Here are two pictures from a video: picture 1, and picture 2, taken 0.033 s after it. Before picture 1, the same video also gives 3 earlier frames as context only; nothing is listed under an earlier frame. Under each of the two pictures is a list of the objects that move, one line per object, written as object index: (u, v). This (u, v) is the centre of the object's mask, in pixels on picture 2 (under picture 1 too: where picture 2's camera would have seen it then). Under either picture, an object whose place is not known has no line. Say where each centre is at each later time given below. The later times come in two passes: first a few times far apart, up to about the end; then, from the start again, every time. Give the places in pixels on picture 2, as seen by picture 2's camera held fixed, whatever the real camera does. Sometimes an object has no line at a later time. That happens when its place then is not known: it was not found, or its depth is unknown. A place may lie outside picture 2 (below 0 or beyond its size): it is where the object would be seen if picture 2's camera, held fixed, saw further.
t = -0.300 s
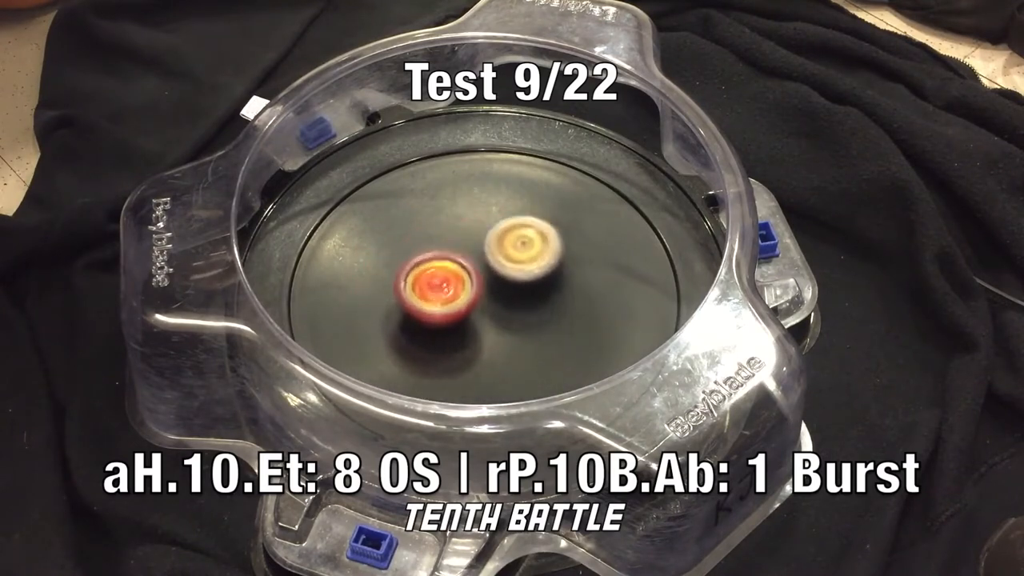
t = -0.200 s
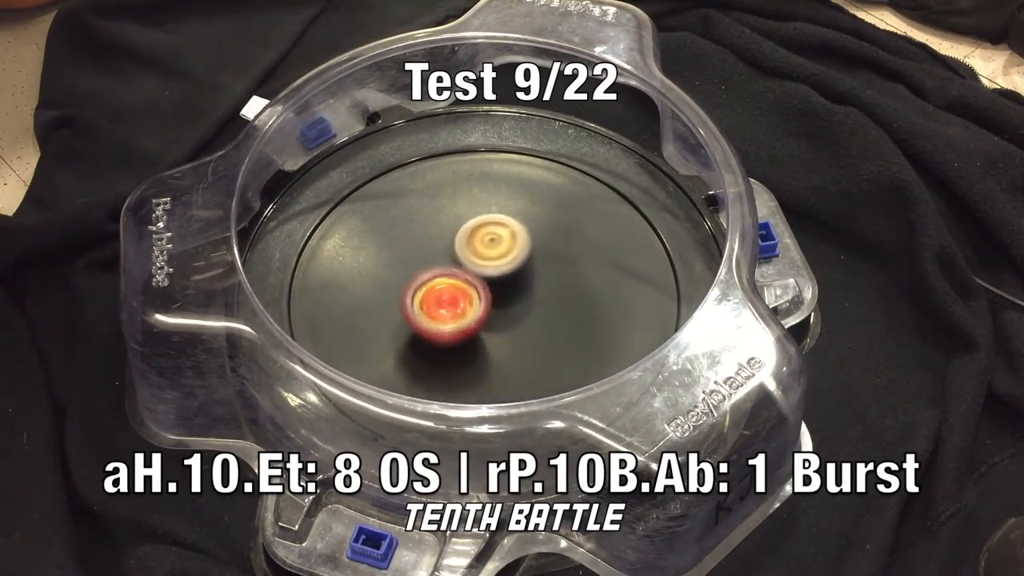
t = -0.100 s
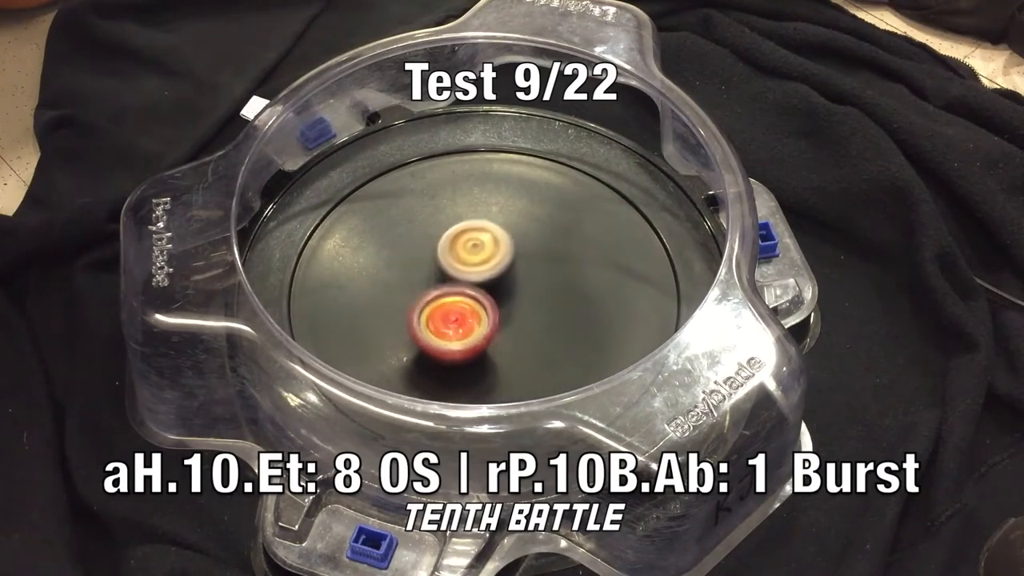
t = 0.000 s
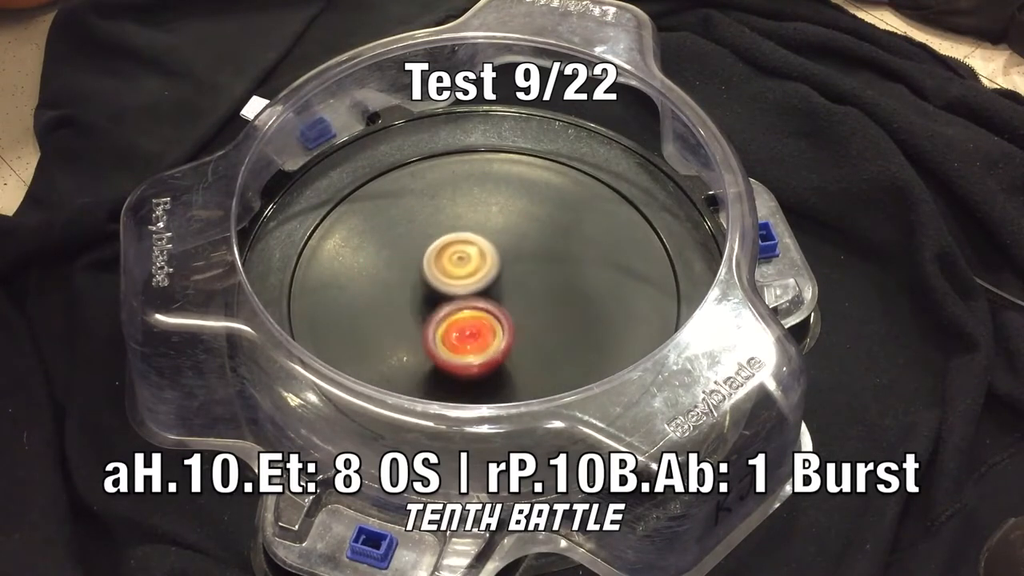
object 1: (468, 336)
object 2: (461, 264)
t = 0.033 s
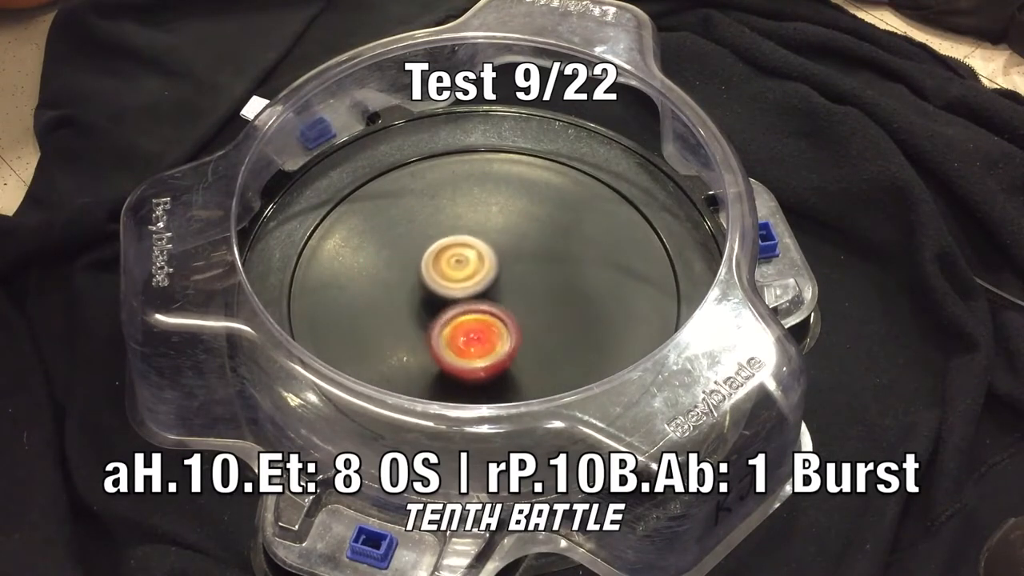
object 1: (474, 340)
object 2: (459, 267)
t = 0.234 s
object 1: (508, 353)
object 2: (457, 276)
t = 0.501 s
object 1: (525, 327)
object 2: (461, 267)
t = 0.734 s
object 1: (507, 315)
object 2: (454, 251)
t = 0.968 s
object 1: (472, 327)
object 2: (421, 261)
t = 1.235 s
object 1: (472, 335)
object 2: (432, 269)
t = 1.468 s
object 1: (502, 361)
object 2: (462, 216)
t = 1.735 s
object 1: (486, 322)
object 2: (462, 226)
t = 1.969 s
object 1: (456, 361)
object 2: (475, 223)
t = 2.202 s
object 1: (427, 335)
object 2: (509, 268)
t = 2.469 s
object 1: (369, 318)
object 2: (556, 264)
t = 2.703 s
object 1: (405, 285)
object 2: (538, 276)
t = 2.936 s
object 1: (456, 239)
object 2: (509, 315)
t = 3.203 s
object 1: (469, 214)
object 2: (503, 341)
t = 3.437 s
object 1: (483, 240)
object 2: (504, 313)
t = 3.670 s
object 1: (542, 155)
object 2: (445, 364)
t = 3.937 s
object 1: (554, 199)
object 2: (467, 305)
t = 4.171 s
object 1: (566, 296)
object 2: (450, 243)
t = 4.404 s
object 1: (581, 353)
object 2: (448, 229)
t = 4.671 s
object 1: (565, 366)
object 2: (489, 273)
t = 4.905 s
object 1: (512, 362)
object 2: (525, 288)
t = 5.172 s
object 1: (412, 304)
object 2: (538, 303)
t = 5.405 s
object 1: (369, 267)
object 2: (507, 321)
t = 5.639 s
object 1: (417, 256)
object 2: (469, 332)
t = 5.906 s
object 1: (507, 240)
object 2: (439, 320)
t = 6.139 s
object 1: (549, 238)
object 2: (434, 293)
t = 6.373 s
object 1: (534, 272)
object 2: (444, 263)
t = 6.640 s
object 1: (522, 346)
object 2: (443, 240)
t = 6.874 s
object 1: (480, 355)
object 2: (475, 265)
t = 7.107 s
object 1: (434, 311)
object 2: (527, 284)
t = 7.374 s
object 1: (416, 247)
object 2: (535, 308)
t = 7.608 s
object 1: (455, 230)
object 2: (502, 323)
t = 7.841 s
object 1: (518, 255)
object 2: (458, 328)
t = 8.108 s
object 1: (546, 297)
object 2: (421, 311)
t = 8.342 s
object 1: (499, 330)
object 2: (427, 279)
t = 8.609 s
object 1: (431, 321)
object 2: (456, 247)
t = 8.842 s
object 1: (416, 282)
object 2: (499, 242)
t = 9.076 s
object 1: (448, 251)
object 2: (539, 254)
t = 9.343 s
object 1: (487, 254)
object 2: (557, 299)
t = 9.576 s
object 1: (477, 261)
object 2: (522, 352)
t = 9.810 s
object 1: (467, 275)
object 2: (455, 353)
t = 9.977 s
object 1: (471, 272)
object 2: (407, 331)
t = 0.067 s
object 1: (480, 343)
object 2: (459, 270)
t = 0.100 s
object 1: (486, 343)
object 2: (459, 275)
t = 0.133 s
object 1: (491, 342)
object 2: (459, 280)
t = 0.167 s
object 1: (496, 346)
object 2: (458, 280)
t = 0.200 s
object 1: (502, 350)
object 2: (458, 277)
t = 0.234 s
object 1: (508, 353)
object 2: (457, 276)
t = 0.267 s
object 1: (512, 354)
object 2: (458, 275)
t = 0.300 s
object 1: (517, 353)
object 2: (460, 274)
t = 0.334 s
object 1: (520, 350)
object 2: (462, 275)
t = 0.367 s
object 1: (522, 346)
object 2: (463, 275)
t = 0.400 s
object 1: (523, 340)
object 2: (465, 276)
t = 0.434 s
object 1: (523, 333)
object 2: (466, 276)
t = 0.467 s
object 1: (522, 327)
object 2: (466, 274)
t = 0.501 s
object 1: (525, 327)
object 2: (461, 267)
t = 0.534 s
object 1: (526, 325)
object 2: (458, 262)
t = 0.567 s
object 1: (526, 324)
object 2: (457, 259)
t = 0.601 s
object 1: (525, 321)
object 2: (456, 257)
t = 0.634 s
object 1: (521, 318)
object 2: (457, 257)
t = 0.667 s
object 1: (516, 316)
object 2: (458, 257)
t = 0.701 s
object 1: (510, 312)
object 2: (458, 257)
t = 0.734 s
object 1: (507, 315)
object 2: (454, 251)
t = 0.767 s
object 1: (504, 320)
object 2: (450, 245)
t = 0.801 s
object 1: (500, 324)
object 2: (445, 242)
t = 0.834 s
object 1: (496, 327)
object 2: (441, 241)
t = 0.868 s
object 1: (490, 328)
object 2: (436, 243)
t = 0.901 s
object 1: (484, 329)
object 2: (430, 247)
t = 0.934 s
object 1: (478, 328)
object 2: (426, 253)
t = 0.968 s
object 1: (472, 327)
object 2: (421, 261)
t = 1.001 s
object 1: (467, 326)
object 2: (417, 268)
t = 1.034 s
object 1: (467, 332)
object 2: (411, 267)
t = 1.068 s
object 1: (468, 337)
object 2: (409, 266)
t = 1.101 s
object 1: (468, 339)
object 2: (410, 266)
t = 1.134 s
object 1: (470, 340)
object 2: (413, 266)
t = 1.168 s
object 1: (471, 340)
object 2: (418, 266)
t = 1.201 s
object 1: (471, 338)
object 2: (424, 267)
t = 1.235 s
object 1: (472, 335)
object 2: (432, 269)
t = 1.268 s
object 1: (474, 334)
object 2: (438, 263)
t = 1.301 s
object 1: (480, 346)
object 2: (442, 248)
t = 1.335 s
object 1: (485, 354)
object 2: (446, 236)
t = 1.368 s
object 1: (490, 360)
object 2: (451, 227)
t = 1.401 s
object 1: (495, 362)
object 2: (456, 220)
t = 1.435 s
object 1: (498, 362)
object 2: (460, 216)
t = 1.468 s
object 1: (502, 361)
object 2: (462, 216)
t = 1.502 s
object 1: (504, 357)
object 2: (464, 217)
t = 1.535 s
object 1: (505, 351)
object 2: (465, 220)
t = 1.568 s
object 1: (505, 343)
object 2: (465, 224)
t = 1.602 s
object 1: (503, 335)
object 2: (465, 230)
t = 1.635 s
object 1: (500, 326)
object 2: (464, 237)
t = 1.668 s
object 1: (496, 315)
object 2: (463, 243)
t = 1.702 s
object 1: (490, 310)
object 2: (463, 241)
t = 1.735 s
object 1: (486, 322)
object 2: (462, 226)
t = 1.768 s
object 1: (482, 336)
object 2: (463, 216)
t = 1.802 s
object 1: (476, 344)
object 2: (464, 209)
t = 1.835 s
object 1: (471, 354)
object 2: (466, 207)
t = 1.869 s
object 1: (467, 356)
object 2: (469, 207)
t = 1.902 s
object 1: (463, 362)
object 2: (471, 210)
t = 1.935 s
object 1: (459, 361)
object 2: (473, 216)
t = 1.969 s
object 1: (456, 361)
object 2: (475, 223)
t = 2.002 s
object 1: (454, 359)
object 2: (477, 232)
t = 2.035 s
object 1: (453, 355)
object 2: (479, 242)
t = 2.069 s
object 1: (452, 348)
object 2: (481, 252)
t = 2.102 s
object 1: (453, 342)
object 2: (482, 262)
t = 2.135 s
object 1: (453, 335)
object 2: (484, 270)
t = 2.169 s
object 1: (441, 333)
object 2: (495, 269)
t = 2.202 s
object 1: (427, 335)
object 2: (509, 268)
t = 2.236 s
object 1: (415, 334)
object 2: (522, 268)
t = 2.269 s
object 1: (403, 334)
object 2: (532, 267)
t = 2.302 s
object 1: (394, 332)
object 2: (541, 266)
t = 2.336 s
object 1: (385, 330)
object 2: (547, 266)
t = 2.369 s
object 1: (378, 328)
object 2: (551, 265)
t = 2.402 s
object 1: (373, 324)
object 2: (553, 264)
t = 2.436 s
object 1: (369, 321)
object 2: (555, 264)
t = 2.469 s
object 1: (369, 318)
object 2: (556, 264)
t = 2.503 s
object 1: (369, 313)
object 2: (555, 264)
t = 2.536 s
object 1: (372, 310)
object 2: (554, 265)
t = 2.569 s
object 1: (377, 306)
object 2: (552, 266)
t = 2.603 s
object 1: (383, 301)
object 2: (549, 267)
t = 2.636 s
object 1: (389, 296)
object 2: (546, 269)
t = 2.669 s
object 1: (397, 291)
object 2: (542, 272)
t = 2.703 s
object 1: (405, 285)
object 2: (538, 276)
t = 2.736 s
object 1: (414, 280)
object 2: (534, 281)
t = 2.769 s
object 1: (423, 273)
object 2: (529, 286)
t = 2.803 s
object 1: (431, 266)
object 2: (525, 292)
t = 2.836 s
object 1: (439, 259)
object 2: (521, 297)
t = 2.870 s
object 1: (446, 252)
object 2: (516, 303)
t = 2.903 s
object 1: (452, 245)
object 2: (513, 309)
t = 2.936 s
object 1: (456, 239)
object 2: (509, 315)
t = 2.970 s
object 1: (460, 233)
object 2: (506, 321)
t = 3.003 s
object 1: (463, 227)
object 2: (504, 325)
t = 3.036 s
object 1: (466, 222)
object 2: (503, 330)
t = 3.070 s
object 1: (467, 218)
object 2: (502, 333)
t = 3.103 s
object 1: (468, 216)
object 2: (501, 336)
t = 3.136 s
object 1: (468, 214)
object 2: (501, 339)
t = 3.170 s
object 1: (469, 214)
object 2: (502, 341)
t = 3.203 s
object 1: (469, 214)
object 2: (503, 341)
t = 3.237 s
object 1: (470, 216)
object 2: (505, 340)
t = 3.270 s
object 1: (471, 218)
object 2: (507, 337)
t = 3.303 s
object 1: (472, 222)
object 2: (508, 332)
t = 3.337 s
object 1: (474, 227)
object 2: (507, 327)
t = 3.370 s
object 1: (476, 233)
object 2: (507, 321)
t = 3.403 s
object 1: (478, 240)
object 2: (506, 314)
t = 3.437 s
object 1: (483, 240)
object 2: (504, 313)
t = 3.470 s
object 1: (494, 222)
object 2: (494, 326)
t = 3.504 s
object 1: (503, 208)
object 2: (484, 342)
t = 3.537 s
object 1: (511, 193)
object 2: (472, 354)
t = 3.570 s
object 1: (520, 181)
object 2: (462, 361)
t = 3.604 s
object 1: (528, 170)
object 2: (454, 365)
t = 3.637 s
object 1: (535, 162)
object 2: (449, 365)
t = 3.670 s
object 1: (542, 155)
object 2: (445, 364)
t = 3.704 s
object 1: (548, 149)
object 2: (444, 359)
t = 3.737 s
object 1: (551, 148)
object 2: (444, 353)
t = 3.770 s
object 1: (551, 153)
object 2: (445, 346)
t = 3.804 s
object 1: (551, 160)
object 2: (448, 339)
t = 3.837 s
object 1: (552, 169)
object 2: (452, 330)
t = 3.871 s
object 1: (553, 178)
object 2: (457, 321)
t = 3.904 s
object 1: (554, 189)
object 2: (462, 312)
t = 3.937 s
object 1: (554, 199)
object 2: (467, 305)
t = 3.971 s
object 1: (553, 210)
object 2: (471, 297)
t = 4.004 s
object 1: (552, 223)
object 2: (473, 289)
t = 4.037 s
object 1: (552, 236)
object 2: (475, 281)
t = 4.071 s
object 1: (550, 250)
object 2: (474, 273)
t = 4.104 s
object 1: (556, 265)
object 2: (466, 263)
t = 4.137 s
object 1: (561, 281)
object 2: (456, 251)
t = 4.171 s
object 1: (566, 296)
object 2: (450, 243)
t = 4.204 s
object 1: (571, 309)
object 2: (445, 235)
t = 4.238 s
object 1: (574, 320)
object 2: (442, 230)
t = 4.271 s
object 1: (576, 330)
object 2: (441, 226)
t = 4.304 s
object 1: (578, 339)
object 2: (441, 224)
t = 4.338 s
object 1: (580, 345)
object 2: (442, 224)
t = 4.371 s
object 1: (582, 348)
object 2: (444, 226)
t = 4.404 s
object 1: (581, 353)
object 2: (448, 229)
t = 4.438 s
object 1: (581, 355)
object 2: (451, 234)
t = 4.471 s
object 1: (581, 357)
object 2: (455, 240)
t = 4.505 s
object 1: (581, 359)
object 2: (459, 245)
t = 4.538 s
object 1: (579, 361)
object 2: (464, 252)
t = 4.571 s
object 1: (576, 363)
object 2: (469, 258)
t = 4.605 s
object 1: (575, 363)
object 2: (476, 264)
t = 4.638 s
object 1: (570, 365)
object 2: (483, 269)
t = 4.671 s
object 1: (565, 366)
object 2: (489, 273)
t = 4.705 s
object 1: (561, 367)
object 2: (496, 276)
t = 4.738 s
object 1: (554, 368)
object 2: (502, 279)
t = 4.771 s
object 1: (546, 367)
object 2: (507, 281)
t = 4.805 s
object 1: (539, 368)
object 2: (512, 283)
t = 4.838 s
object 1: (531, 366)
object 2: (517, 285)
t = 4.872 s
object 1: (522, 364)
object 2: (521, 286)
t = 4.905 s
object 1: (512, 362)
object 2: (525, 288)
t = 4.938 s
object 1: (502, 355)
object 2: (528, 288)
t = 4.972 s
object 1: (491, 347)
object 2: (532, 289)
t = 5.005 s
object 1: (475, 340)
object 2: (535, 291)
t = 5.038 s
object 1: (462, 332)
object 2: (538, 293)
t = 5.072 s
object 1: (448, 325)
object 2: (539, 295)
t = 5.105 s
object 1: (435, 318)
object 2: (540, 297)
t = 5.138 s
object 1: (423, 310)
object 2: (540, 300)
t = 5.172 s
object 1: (412, 304)
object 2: (538, 303)
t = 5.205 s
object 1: (401, 297)
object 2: (536, 306)
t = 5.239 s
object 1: (391, 291)
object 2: (532, 308)
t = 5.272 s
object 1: (385, 286)
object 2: (528, 311)
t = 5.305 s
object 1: (377, 280)
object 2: (523, 313)
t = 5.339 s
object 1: (372, 275)
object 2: (518, 316)
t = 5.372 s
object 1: (370, 271)
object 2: (513, 318)
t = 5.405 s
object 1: (369, 267)
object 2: (507, 321)
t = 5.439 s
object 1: (371, 265)
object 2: (502, 323)
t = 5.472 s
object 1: (375, 262)
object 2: (496, 325)
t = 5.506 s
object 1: (380, 260)
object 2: (490, 327)
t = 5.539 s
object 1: (388, 258)
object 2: (485, 329)
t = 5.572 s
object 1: (398, 257)
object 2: (479, 331)
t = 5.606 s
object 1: (406, 255)
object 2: (474, 332)
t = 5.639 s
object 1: (417, 256)
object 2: (469, 332)
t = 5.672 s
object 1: (430, 254)
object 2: (464, 332)
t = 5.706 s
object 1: (440, 252)
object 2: (459, 331)
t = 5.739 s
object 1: (453, 250)
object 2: (455, 330)
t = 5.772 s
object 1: (465, 248)
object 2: (451, 329)
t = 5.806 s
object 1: (476, 247)
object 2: (447, 327)
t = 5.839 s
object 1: (487, 243)
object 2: (444, 325)
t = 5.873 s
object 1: (497, 240)
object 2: (441, 323)
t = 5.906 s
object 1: (507, 240)
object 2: (439, 320)
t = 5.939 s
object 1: (518, 237)
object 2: (437, 317)
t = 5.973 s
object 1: (524, 235)
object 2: (435, 313)
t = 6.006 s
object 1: (533, 234)
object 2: (435, 309)
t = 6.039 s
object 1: (538, 233)
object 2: (434, 306)
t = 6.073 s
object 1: (543, 234)
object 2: (434, 301)
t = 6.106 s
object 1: (547, 235)
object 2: (434, 297)
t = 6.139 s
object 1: (549, 238)
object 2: (434, 293)
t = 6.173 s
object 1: (551, 241)
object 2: (435, 288)
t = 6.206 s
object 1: (550, 244)
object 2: (436, 284)
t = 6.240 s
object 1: (549, 249)
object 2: (438, 279)
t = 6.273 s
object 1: (547, 253)
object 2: (439, 275)
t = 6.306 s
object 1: (542, 259)
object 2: (441, 271)
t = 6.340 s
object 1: (539, 266)
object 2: (442, 267)
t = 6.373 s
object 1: (534, 272)
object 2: (444, 263)
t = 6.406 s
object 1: (527, 280)
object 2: (446, 259)
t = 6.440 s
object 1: (527, 289)
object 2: (443, 251)
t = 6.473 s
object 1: (528, 301)
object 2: (439, 244)
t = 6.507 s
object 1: (530, 312)
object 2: (436, 241)
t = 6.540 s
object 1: (528, 323)
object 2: (437, 238)
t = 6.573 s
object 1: (528, 331)
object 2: (438, 238)
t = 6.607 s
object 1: (525, 339)
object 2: (440, 239)
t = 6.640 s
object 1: (522, 346)
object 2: (443, 240)
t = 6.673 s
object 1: (518, 351)
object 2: (447, 243)
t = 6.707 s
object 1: (512, 355)
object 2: (450, 246)
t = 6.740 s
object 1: (507, 358)
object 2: (455, 250)
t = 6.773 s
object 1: (500, 360)
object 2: (459, 253)
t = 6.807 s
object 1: (494, 359)
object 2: (464, 257)
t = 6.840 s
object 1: (486, 358)
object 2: (469, 261)
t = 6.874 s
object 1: (480, 355)
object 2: (475, 265)
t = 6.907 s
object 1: (473, 351)
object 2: (482, 268)
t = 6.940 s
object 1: (466, 346)
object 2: (490, 271)
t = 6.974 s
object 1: (460, 341)
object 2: (498, 274)
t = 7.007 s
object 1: (453, 334)
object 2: (506, 276)
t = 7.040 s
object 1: (447, 327)
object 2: (514, 279)
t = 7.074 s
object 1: (440, 318)
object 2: (521, 282)
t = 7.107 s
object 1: (434, 311)
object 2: (527, 284)
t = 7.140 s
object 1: (427, 302)
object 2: (533, 287)
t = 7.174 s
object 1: (422, 293)
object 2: (537, 290)
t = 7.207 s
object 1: (417, 285)
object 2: (540, 293)
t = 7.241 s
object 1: (415, 277)
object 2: (541, 296)
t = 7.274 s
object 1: (412, 268)
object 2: (542, 299)
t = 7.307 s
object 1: (413, 261)
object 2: (540, 303)
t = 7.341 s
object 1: (412, 253)
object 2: (538, 306)
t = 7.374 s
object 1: (416, 247)
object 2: (535, 308)
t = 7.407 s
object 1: (418, 241)
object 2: (531, 310)
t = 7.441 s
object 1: (423, 237)
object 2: (527, 313)
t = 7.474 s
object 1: (429, 233)
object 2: (523, 315)
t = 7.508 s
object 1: (434, 232)
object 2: (518, 317)
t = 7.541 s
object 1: (442, 230)
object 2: (513, 319)
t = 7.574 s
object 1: (448, 231)
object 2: (508, 321)
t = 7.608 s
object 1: (455, 230)
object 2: (502, 323)
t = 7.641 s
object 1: (462, 234)
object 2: (497, 324)
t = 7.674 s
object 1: (472, 235)
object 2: (490, 326)
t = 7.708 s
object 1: (480, 240)
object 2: (484, 327)
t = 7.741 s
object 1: (489, 242)
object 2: (478, 328)
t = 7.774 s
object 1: (499, 247)
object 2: (471, 328)
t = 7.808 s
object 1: (509, 250)
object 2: (465, 327)
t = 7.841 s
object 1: (518, 255)
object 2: (458, 328)
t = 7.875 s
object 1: (526, 258)
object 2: (452, 327)
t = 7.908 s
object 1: (533, 264)
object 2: (446, 326)
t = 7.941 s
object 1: (540, 267)
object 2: (440, 325)
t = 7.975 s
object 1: (543, 273)
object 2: (435, 323)
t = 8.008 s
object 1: (546, 278)
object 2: (430, 321)
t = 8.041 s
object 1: (547, 285)
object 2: (426, 318)
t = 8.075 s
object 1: (547, 291)
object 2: (424, 315)
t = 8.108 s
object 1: (546, 297)
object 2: (421, 311)
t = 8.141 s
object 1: (542, 303)
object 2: (420, 308)
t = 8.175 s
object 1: (538, 308)
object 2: (420, 304)
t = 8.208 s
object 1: (532, 313)
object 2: (420, 300)
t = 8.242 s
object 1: (525, 318)
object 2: (421, 295)
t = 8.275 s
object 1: (517, 322)
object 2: (423, 290)
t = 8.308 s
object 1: (508, 326)
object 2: (425, 284)
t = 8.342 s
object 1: (499, 330)
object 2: (427, 279)
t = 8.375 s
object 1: (490, 332)
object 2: (430, 274)
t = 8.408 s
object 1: (479, 335)
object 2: (433, 270)
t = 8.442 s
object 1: (470, 334)
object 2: (437, 265)
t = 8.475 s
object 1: (460, 334)
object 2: (440, 261)
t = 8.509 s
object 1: (453, 332)
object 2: (444, 257)
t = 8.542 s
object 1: (445, 329)
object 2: (448, 253)
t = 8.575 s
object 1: (438, 325)
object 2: (452, 250)
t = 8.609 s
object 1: (431, 321)
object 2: (456, 247)
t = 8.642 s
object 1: (427, 317)
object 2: (461, 245)
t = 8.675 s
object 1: (422, 311)
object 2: (466, 244)
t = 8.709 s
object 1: (420, 306)
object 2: (471, 244)
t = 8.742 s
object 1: (419, 299)
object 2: (476, 243)
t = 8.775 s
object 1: (418, 293)
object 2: (481, 244)
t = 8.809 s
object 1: (419, 287)
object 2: (488, 244)
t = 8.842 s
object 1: (416, 282)
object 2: (499, 242)
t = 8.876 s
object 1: (418, 278)
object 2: (508, 242)
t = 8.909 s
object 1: (419, 272)
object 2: (515, 243)
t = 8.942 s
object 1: (424, 269)
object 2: (522, 244)
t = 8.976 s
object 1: (429, 264)
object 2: (528, 246)
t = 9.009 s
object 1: (436, 259)
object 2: (532, 248)
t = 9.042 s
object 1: (441, 256)
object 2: (536, 251)
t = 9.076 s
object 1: (448, 251)
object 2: (539, 254)
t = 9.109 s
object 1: (455, 250)
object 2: (542, 258)
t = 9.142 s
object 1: (458, 249)
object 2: (548, 263)
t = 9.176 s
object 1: (463, 249)
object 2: (552, 267)
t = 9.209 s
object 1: (467, 251)
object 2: (555, 272)
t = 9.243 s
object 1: (473, 251)
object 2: (557, 278)
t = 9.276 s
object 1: (479, 255)
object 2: (558, 284)
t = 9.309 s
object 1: (483, 256)
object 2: (557, 290)
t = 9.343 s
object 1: (487, 254)
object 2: (557, 299)
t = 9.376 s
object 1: (489, 255)
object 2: (556, 309)
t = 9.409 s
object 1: (487, 252)
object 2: (554, 319)
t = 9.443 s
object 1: (487, 254)
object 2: (549, 328)
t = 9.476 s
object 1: (483, 255)
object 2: (545, 334)
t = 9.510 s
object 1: (481, 258)
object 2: (538, 341)
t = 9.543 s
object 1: (479, 260)
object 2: (531, 347)
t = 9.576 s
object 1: (477, 261)
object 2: (522, 352)
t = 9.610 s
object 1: (477, 263)
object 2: (514, 354)
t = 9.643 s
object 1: (475, 266)
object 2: (504, 358)
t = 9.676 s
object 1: (474, 268)
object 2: (495, 359)
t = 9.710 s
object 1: (472, 270)
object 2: (484, 359)
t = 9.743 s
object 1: (470, 273)
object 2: (475, 358)
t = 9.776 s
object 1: (469, 274)
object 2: (465, 356)
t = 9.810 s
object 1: (467, 275)
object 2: (455, 353)
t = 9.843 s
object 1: (465, 276)
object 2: (446, 349)
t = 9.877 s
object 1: (464, 276)
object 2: (437, 343)
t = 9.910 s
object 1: (465, 276)
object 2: (428, 338)
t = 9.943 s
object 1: (469, 274)
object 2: (417, 334)
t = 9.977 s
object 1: (471, 272)
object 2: (407, 331)
